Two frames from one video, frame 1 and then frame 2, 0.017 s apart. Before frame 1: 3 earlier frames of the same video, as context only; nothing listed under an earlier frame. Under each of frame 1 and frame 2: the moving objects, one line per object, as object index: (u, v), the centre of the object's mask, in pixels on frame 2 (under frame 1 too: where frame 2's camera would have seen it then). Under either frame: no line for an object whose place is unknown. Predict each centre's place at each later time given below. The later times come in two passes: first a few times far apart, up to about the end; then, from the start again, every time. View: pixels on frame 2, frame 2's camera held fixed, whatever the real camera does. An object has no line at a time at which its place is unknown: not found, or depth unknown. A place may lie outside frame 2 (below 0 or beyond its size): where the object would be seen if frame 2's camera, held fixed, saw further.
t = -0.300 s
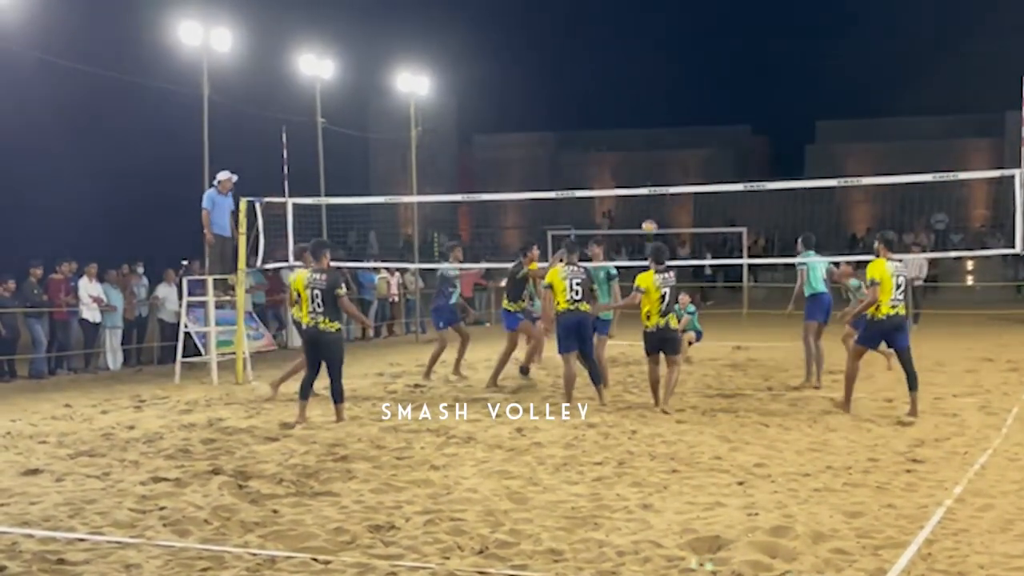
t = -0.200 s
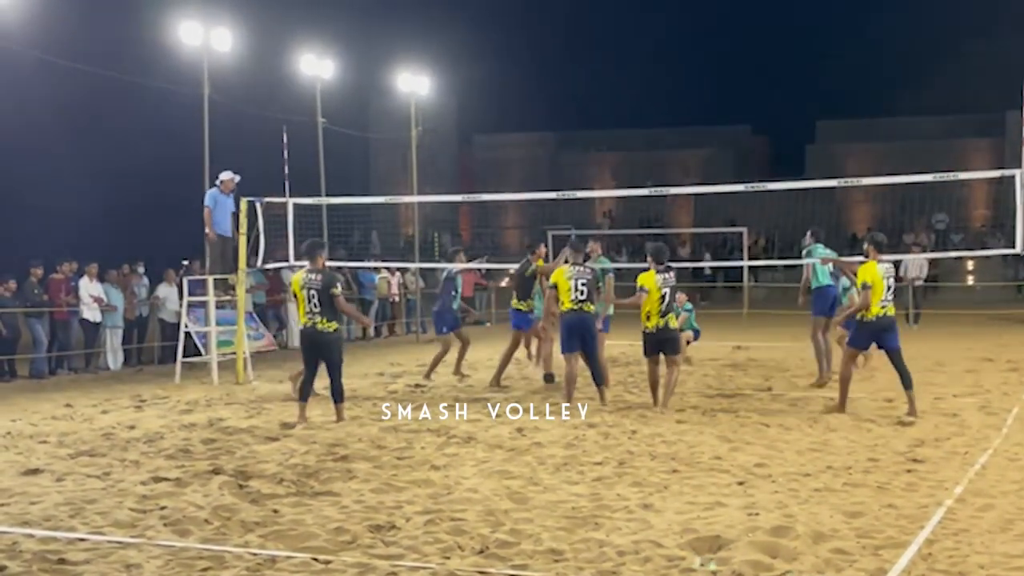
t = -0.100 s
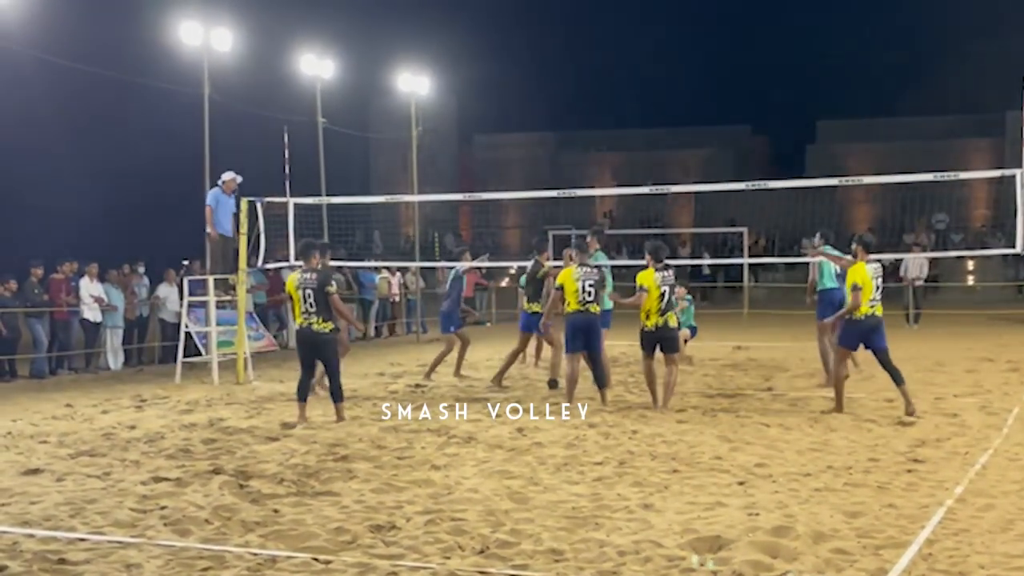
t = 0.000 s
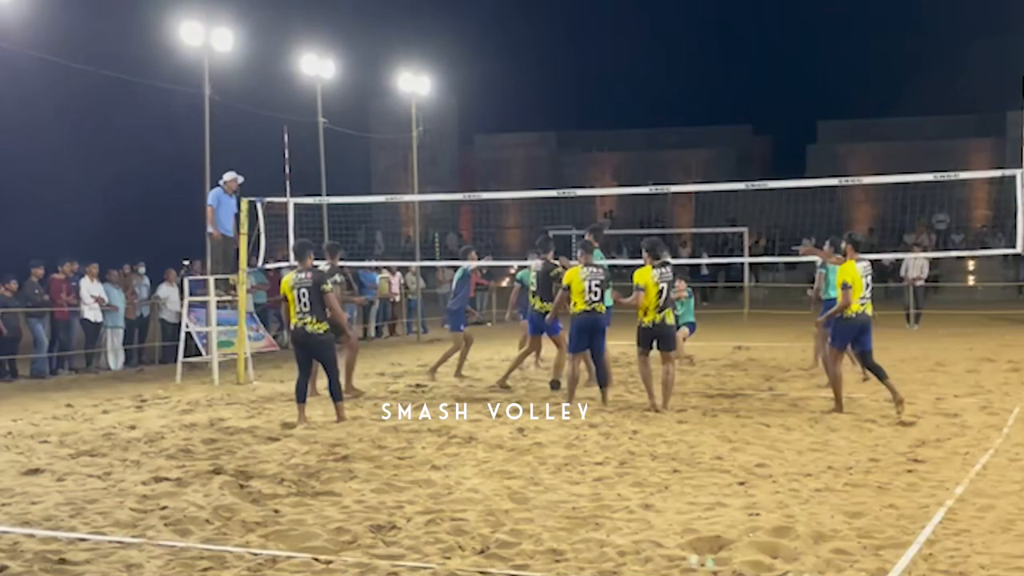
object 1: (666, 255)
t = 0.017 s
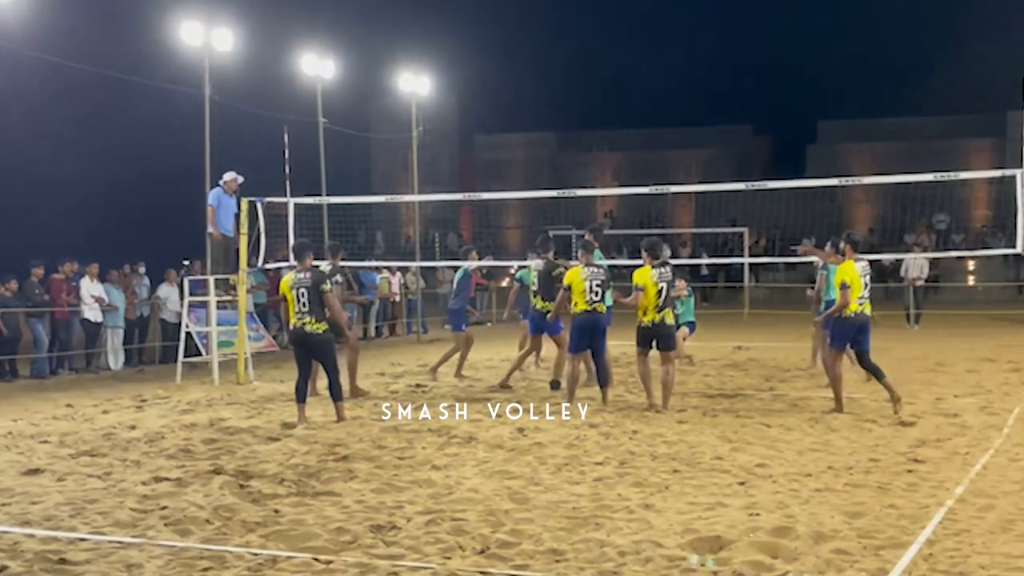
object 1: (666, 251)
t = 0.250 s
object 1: (650, 155)
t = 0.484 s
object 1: (637, 97)
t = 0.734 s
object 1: (625, 75)
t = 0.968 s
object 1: (614, 95)
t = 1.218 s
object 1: (602, 159)
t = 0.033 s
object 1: (665, 242)
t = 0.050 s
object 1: (661, 234)
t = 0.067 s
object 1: (660, 228)
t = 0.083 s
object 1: (659, 220)
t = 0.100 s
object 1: (658, 213)
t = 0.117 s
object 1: (657, 206)
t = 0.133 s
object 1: (657, 199)
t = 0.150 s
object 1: (656, 192)
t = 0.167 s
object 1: (655, 183)
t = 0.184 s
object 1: (654, 179)
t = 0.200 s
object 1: (653, 173)
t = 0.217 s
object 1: (652, 167)
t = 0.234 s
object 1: (651, 161)
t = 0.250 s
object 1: (650, 155)
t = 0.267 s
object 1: (649, 150)
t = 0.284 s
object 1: (648, 145)
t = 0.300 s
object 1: (648, 140)
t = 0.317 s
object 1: (646, 135)
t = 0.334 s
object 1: (646, 131)
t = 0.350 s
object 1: (644, 126)
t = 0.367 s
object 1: (643, 122)
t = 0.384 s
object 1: (643, 118)
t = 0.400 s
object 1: (642, 114)
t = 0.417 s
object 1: (641, 110)
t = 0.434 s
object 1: (640, 107)
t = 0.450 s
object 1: (639, 103)
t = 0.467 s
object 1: (638, 100)
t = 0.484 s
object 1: (637, 97)
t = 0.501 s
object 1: (636, 94)
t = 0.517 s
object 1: (636, 91)
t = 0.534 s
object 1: (635, 89)
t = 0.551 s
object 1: (634, 86)
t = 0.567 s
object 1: (633, 85)
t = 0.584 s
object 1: (633, 83)
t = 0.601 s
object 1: (632, 81)
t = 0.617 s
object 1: (631, 80)
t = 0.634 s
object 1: (630, 79)
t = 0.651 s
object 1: (630, 77)
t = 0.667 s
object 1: (629, 77)
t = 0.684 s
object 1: (628, 76)
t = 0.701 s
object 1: (627, 76)
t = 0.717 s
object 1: (626, 75)
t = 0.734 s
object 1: (625, 75)
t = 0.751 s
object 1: (625, 75)
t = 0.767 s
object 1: (624, 76)
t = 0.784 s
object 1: (623, 76)
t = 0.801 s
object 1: (622, 77)
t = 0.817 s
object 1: (621, 78)
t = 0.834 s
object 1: (621, 79)
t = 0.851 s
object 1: (620, 80)
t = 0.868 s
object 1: (619, 81)
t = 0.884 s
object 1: (618, 84)
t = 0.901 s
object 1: (617, 86)
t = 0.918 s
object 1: (616, 88)
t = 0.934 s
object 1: (615, 90)
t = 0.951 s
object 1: (615, 93)
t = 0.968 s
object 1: (614, 95)
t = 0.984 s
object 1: (613, 98)
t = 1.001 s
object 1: (612, 101)
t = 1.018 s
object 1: (611, 105)
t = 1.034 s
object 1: (610, 109)
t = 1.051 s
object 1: (610, 112)
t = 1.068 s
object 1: (609, 116)
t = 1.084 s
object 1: (608, 120)
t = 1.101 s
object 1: (607, 125)
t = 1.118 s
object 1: (607, 129)
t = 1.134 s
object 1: (606, 133)
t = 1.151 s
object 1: (605, 139)
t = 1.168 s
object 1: (604, 143)
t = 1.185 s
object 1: (603, 149)
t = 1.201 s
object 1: (603, 154)
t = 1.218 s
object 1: (602, 159)
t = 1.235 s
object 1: (601, 165)
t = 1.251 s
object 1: (601, 172)
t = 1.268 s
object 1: (600, 178)
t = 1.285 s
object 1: (599, 183)
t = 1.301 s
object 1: (598, 187)
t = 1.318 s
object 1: (598, 201)
